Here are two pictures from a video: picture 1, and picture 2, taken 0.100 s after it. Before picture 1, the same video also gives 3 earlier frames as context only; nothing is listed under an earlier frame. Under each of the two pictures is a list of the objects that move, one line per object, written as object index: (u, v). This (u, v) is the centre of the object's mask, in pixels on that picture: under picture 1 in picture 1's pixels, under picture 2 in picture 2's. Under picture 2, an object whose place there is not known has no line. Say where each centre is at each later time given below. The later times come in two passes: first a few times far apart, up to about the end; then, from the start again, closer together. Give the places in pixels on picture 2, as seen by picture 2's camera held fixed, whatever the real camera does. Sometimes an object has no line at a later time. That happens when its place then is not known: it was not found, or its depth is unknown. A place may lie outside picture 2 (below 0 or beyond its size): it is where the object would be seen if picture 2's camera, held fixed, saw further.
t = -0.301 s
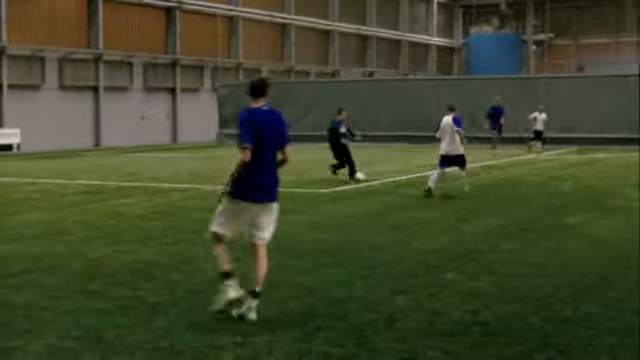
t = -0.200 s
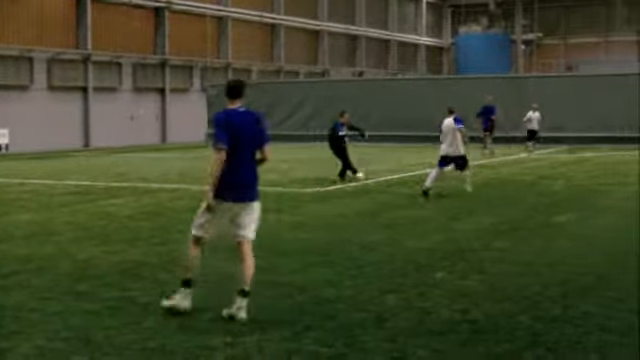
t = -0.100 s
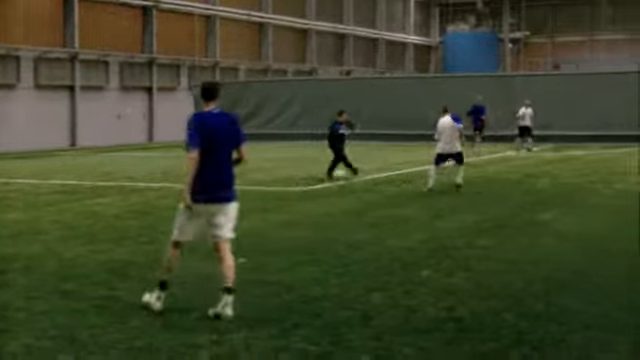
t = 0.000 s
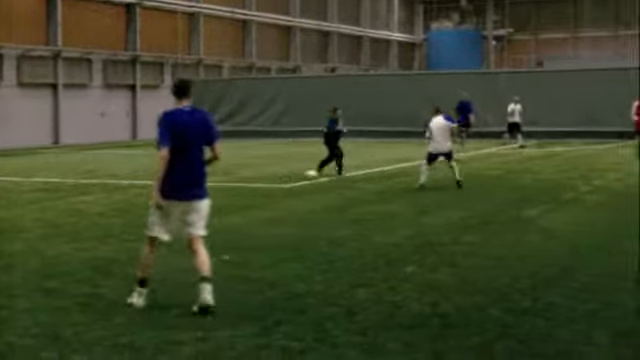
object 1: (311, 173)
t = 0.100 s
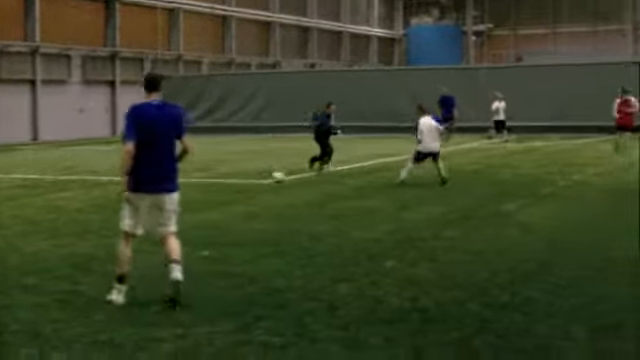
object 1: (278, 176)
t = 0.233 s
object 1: (260, 178)
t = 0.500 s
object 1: (224, 189)
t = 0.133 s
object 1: (274, 176)
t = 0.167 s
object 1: (270, 176)
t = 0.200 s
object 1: (265, 178)
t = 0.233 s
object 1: (260, 178)
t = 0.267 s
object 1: (256, 181)
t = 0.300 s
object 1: (251, 183)
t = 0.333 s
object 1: (246, 184)
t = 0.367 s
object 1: (242, 186)
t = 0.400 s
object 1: (237, 186)
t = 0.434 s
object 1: (233, 188)
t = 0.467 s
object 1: (229, 188)
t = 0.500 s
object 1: (224, 189)
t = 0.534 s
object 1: (220, 189)
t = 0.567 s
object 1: (217, 190)
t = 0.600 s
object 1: (212, 192)
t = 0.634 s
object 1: (207, 194)
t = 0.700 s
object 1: (198, 196)
